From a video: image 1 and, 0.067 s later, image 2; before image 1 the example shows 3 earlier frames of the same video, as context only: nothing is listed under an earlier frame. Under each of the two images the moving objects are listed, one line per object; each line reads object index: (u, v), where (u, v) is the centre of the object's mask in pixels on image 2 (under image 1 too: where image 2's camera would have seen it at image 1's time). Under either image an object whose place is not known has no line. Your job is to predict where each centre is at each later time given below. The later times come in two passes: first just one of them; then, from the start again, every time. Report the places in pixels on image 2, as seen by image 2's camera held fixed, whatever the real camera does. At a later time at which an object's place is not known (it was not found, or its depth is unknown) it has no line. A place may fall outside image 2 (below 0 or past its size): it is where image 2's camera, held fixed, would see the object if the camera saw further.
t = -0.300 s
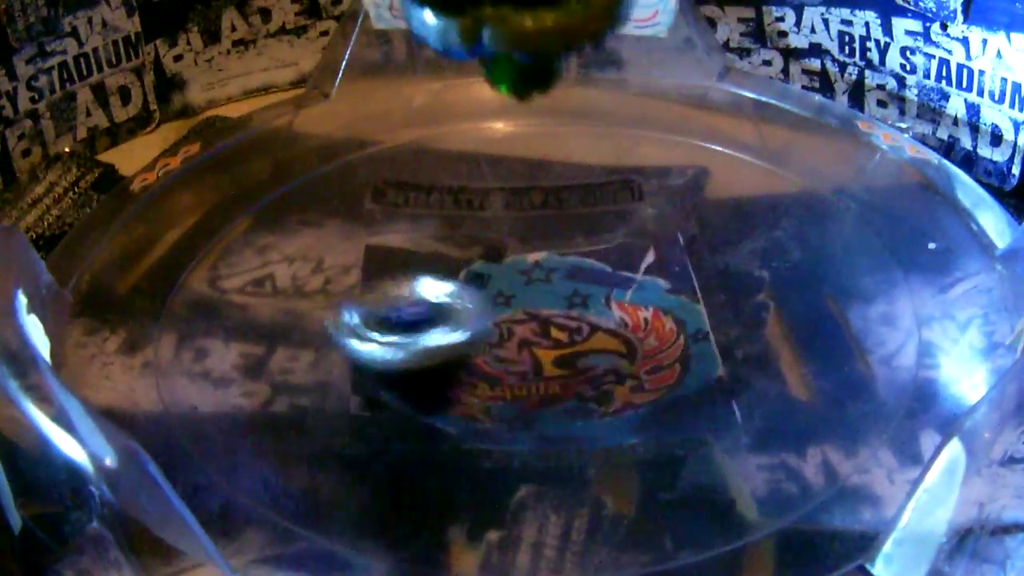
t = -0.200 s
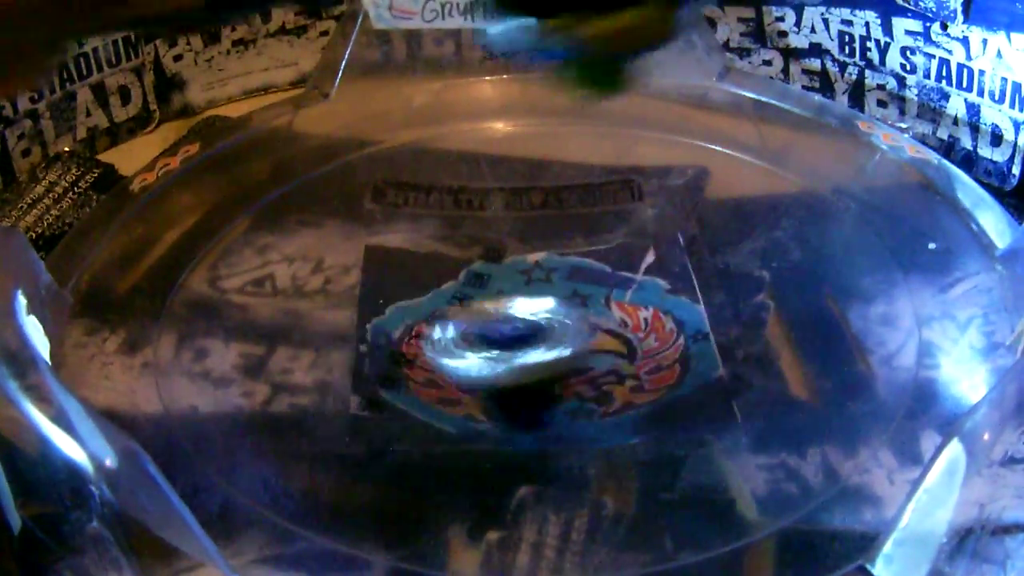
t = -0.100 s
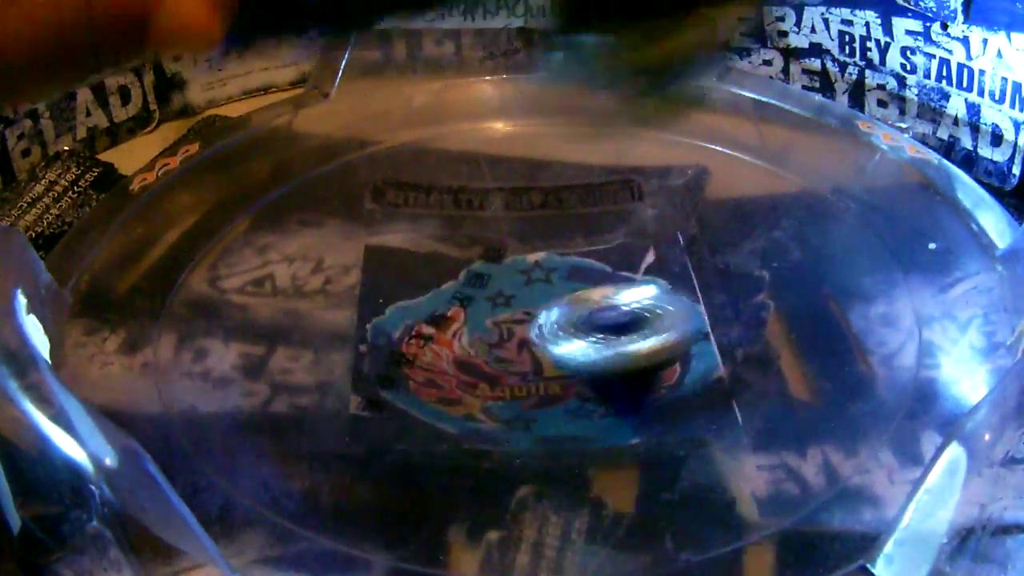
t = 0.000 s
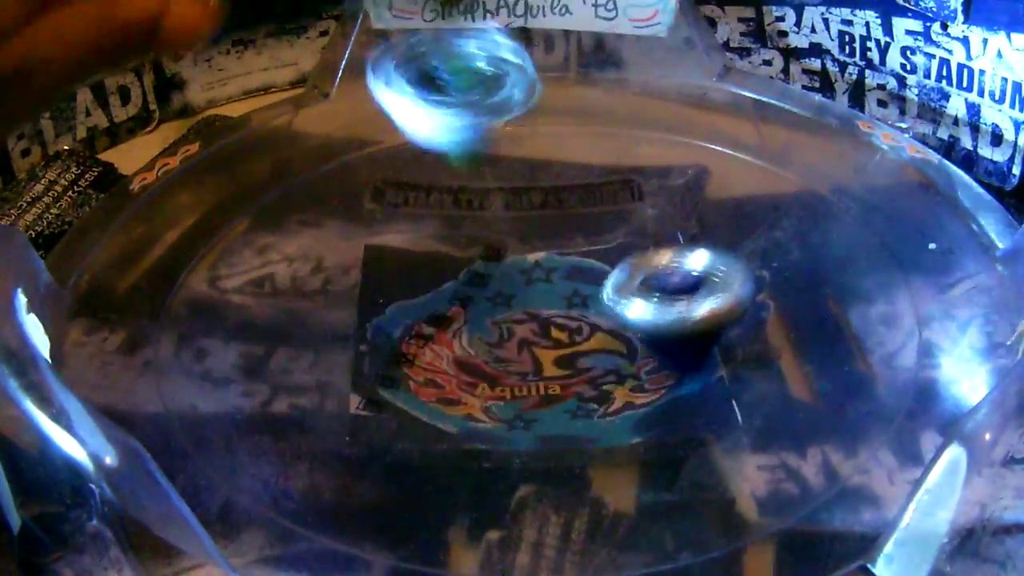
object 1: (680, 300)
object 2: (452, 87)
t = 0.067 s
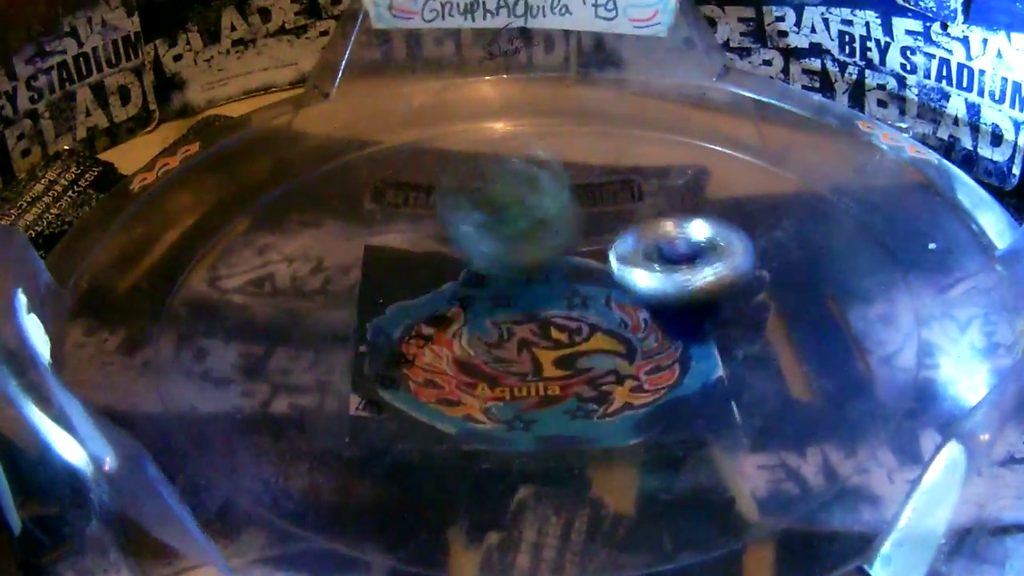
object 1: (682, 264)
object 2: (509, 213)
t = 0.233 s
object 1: (540, 244)
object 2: (696, 71)
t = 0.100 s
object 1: (670, 241)
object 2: (538, 190)
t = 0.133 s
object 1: (654, 228)
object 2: (572, 140)
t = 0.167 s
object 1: (635, 215)
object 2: (607, 118)
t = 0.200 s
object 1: (600, 221)
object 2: (648, 103)
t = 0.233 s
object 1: (540, 244)
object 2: (696, 71)
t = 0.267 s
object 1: (486, 246)
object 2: (756, 56)
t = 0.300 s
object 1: (431, 248)
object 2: (786, 20)
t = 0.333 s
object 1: (388, 256)
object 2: (823, 9)
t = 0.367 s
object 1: (344, 259)
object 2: (830, 12)
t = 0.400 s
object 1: (310, 262)
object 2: (824, 27)
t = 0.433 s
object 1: (282, 268)
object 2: (828, 58)
